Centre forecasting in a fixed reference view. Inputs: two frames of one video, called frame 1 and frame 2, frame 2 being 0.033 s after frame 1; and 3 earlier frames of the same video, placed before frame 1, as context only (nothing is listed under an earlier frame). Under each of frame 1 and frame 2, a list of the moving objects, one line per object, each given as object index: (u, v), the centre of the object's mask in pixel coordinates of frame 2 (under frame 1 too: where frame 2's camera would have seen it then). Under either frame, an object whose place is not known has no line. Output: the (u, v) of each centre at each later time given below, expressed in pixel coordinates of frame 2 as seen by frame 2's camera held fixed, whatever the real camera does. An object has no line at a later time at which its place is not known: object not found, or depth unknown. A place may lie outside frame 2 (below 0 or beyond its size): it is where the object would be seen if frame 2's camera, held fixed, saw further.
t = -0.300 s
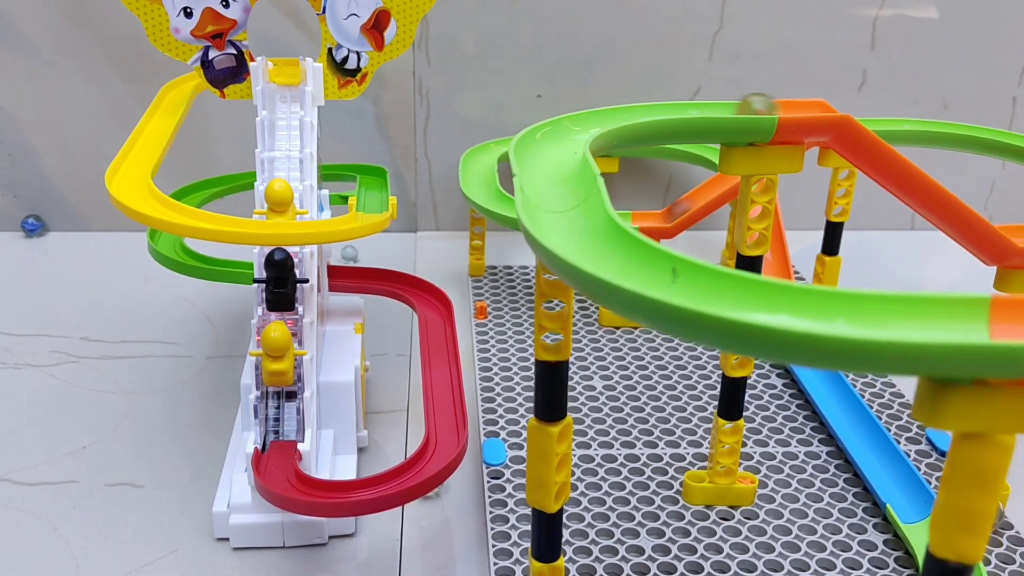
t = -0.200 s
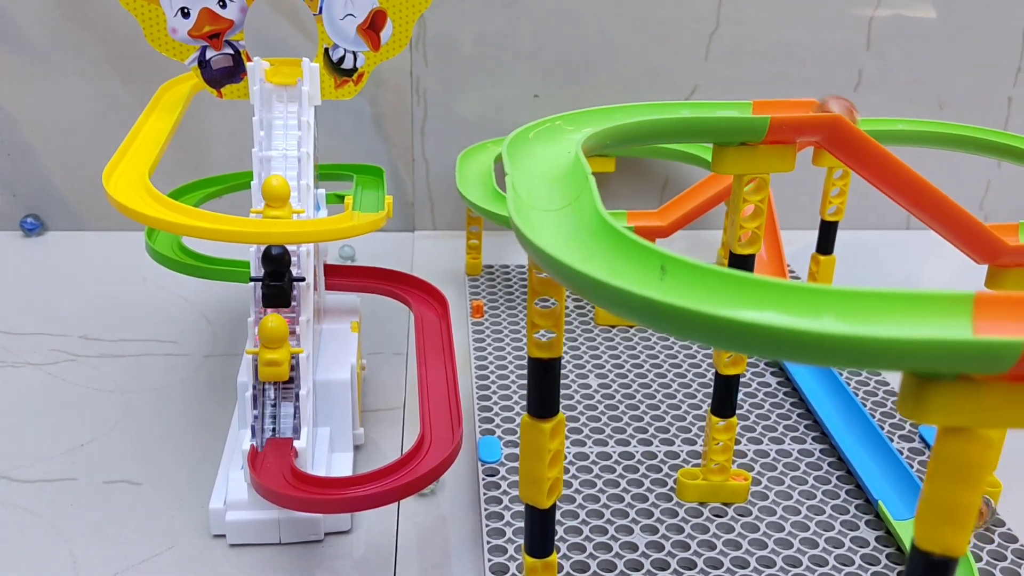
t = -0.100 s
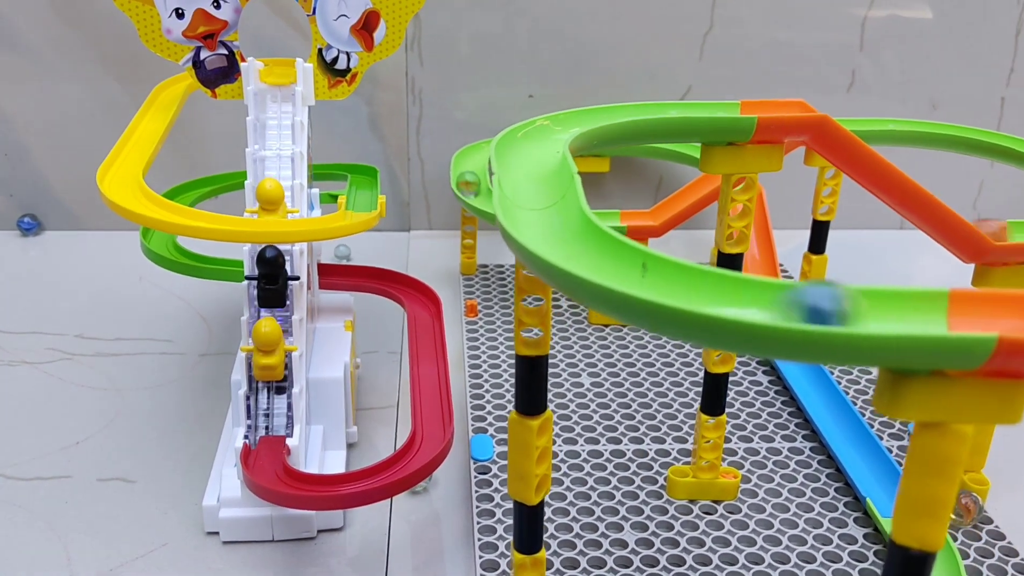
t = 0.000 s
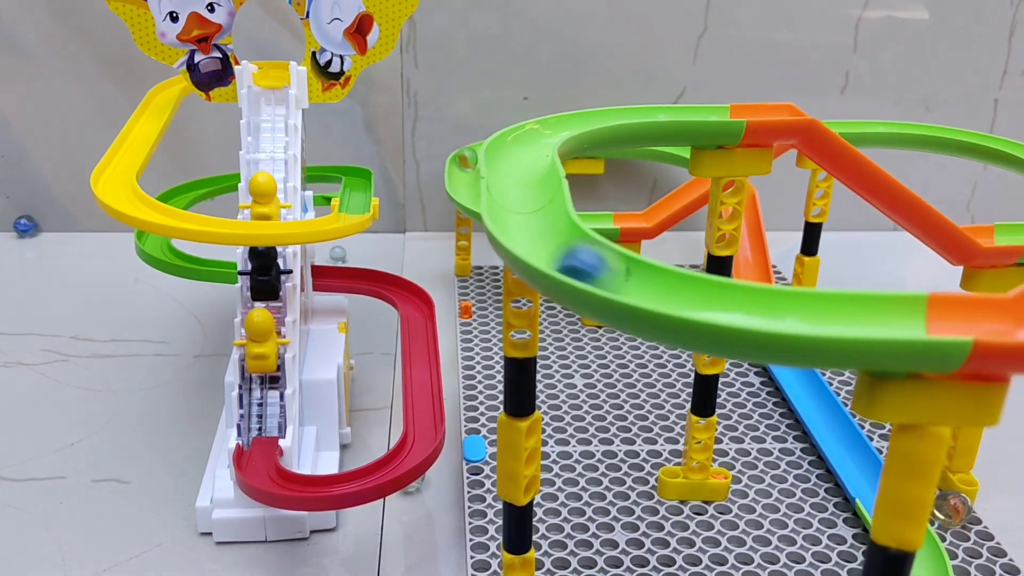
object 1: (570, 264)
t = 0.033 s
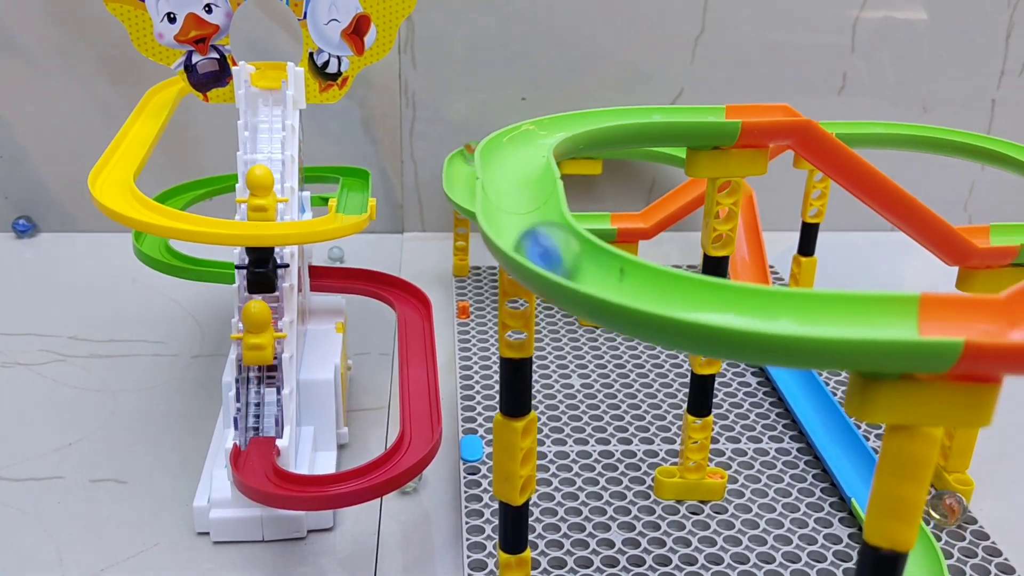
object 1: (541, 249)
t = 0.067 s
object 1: (526, 233)
